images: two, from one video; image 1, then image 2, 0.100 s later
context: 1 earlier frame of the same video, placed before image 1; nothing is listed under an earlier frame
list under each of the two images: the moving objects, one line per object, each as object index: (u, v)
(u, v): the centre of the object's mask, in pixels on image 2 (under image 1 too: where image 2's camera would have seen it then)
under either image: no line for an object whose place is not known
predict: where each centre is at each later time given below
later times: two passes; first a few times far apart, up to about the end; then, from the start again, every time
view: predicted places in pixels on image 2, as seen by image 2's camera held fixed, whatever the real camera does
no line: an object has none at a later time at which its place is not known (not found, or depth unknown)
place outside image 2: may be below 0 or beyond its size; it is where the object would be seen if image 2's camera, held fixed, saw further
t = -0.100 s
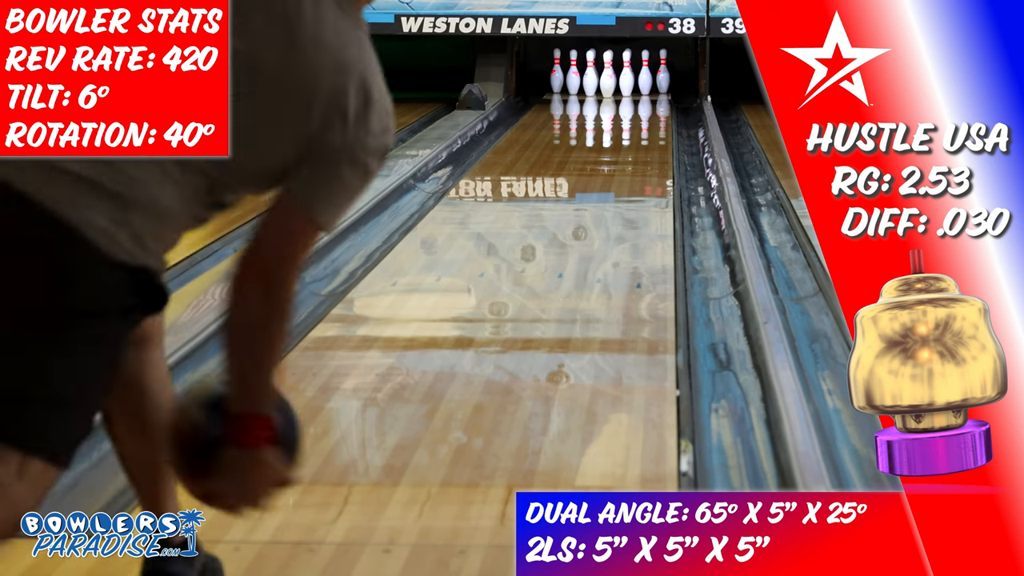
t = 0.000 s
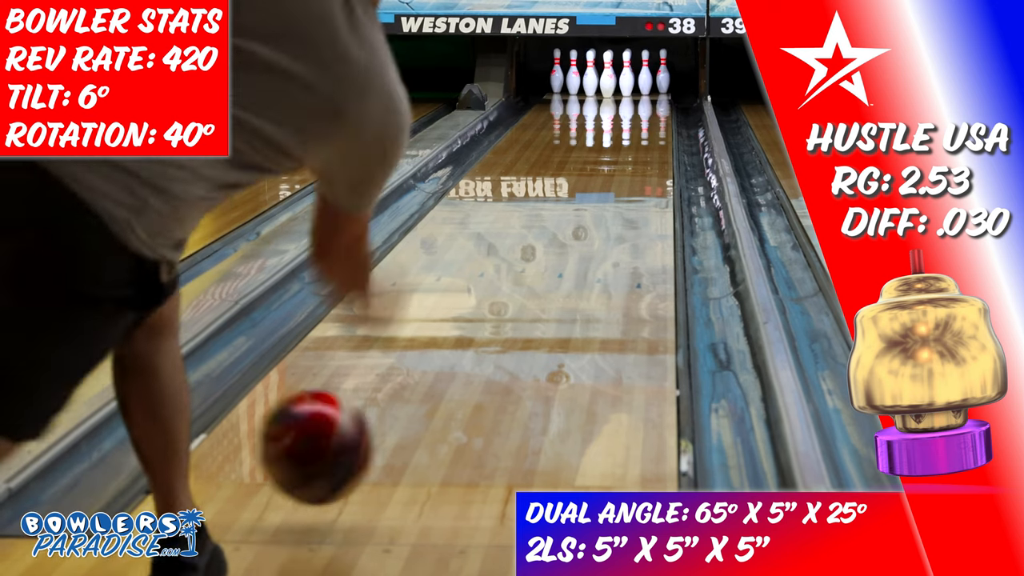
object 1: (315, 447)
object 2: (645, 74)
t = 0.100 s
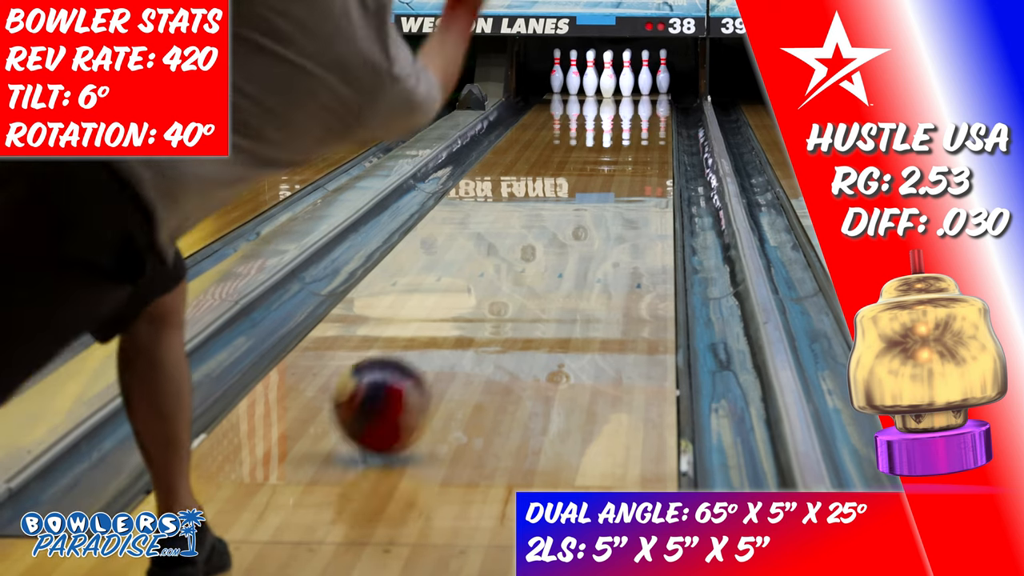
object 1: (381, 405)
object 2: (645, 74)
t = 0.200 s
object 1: (433, 361)
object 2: (645, 74)
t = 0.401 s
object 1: (505, 290)
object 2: (645, 74)
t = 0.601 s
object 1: (554, 240)
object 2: (645, 74)
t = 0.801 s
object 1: (589, 204)
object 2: (645, 74)
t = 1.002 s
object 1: (614, 176)
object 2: (645, 75)
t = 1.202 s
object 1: (632, 155)
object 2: (645, 74)
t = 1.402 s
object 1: (646, 138)
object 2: (645, 75)
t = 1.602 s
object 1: (654, 124)
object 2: (645, 75)
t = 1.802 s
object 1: (655, 112)
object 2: (645, 75)
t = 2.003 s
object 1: (650, 103)
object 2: (645, 71)
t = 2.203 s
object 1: (638, 94)
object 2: (646, 69)
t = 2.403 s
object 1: (622, 88)
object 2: (645, 75)
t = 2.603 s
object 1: (616, 83)
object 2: (663, 78)
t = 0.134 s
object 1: (400, 390)
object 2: (645, 74)
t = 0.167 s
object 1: (417, 376)
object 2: (645, 74)
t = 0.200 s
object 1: (433, 361)
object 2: (645, 74)
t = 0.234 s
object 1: (447, 347)
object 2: (645, 74)
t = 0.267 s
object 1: (459, 334)
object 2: (645, 74)
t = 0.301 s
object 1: (472, 321)
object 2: (645, 74)
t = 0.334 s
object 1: (484, 311)
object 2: (645, 74)
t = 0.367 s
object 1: (495, 299)
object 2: (645, 74)
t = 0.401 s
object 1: (505, 290)
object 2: (645, 74)
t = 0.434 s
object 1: (514, 281)
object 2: (645, 74)
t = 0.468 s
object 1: (523, 271)
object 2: (645, 74)
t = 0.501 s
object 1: (532, 263)
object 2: (645, 74)
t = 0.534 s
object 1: (539, 255)
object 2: (645, 74)
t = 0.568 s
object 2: (645, 74)
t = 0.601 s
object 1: (554, 240)
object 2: (645, 74)
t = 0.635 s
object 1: (560, 234)
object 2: (645, 74)
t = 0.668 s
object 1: (567, 228)
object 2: (645, 74)
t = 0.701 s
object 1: (572, 221)
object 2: (645, 74)
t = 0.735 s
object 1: (578, 215)
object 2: (645, 74)
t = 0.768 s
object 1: (583, 210)
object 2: (645, 74)
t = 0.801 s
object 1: (589, 204)
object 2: (645, 74)
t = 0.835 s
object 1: (593, 200)
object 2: (645, 74)
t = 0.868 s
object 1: (598, 194)
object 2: (645, 74)
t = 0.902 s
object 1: (602, 190)
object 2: (645, 74)
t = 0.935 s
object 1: (606, 185)
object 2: (645, 75)
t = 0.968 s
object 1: (610, 181)
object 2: (645, 75)
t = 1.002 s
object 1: (614, 176)
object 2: (645, 75)
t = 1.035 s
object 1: (617, 172)
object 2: (645, 74)
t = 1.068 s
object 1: (620, 169)
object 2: (645, 74)
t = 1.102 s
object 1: (624, 165)
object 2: (645, 74)
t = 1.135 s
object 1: (627, 162)
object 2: (645, 74)
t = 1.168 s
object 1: (630, 158)
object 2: (645, 75)
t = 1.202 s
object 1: (632, 155)
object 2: (645, 74)
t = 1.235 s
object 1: (635, 152)
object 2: (645, 75)
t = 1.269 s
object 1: (638, 149)
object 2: (645, 74)
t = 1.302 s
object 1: (640, 146)
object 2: (645, 75)
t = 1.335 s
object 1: (641, 143)
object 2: (645, 75)
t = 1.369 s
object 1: (644, 141)
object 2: (645, 75)
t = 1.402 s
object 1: (646, 138)
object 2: (645, 75)
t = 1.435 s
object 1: (647, 136)
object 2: (645, 75)
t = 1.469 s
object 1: (648, 133)
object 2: (645, 75)
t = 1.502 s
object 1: (650, 130)
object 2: (645, 75)
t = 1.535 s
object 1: (651, 128)
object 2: (645, 74)
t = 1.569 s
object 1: (652, 126)
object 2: (645, 74)
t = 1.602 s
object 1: (654, 124)
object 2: (645, 75)
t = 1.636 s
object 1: (654, 122)
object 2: (645, 75)
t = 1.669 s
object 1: (654, 120)
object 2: (645, 75)
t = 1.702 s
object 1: (655, 118)
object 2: (645, 75)
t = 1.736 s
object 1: (655, 116)
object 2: (645, 75)
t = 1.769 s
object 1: (655, 114)
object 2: (645, 75)
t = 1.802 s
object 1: (655, 112)
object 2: (645, 75)
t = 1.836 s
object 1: (655, 110)
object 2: (645, 75)
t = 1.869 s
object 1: (654, 109)
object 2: (645, 75)
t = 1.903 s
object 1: (653, 108)
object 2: (645, 74)
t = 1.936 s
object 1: (652, 106)
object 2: (645, 73)
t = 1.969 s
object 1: (651, 105)
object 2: (645, 73)
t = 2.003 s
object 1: (650, 103)
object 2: (645, 71)
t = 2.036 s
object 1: (648, 101)
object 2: (645, 71)
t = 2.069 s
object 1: (646, 100)
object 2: (645, 70)
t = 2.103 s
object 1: (645, 99)
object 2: (645, 69)
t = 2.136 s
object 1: (642, 97)
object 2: (645, 69)
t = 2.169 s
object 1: (640, 96)
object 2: (645, 69)
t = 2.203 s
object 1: (638, 94)
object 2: (646, 69)
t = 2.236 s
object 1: (635, 93)
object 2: (646, 70)
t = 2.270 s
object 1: (632, 92)
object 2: (646, 72)
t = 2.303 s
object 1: (630, 91)
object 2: (645, 73)
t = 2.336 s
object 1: (627, 90)
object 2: (645, 74)
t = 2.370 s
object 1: (625, 89)
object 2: (645, 75)
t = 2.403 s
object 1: (622, 88)
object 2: (645, 75)
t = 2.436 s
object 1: (619, 87)
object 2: (645, 75)
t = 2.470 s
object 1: (617, 86)
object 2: (645, 75)
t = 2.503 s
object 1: (618, 85)
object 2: (645, 75)
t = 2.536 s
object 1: (618, 84)
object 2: (645, 74)
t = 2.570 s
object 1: (616, 84)
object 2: (650, 75)
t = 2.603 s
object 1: (616, 83)
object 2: (663, 78)
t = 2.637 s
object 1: (617, 82)
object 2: (673, 73)
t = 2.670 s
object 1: (616, 82)
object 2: (675, 73)
